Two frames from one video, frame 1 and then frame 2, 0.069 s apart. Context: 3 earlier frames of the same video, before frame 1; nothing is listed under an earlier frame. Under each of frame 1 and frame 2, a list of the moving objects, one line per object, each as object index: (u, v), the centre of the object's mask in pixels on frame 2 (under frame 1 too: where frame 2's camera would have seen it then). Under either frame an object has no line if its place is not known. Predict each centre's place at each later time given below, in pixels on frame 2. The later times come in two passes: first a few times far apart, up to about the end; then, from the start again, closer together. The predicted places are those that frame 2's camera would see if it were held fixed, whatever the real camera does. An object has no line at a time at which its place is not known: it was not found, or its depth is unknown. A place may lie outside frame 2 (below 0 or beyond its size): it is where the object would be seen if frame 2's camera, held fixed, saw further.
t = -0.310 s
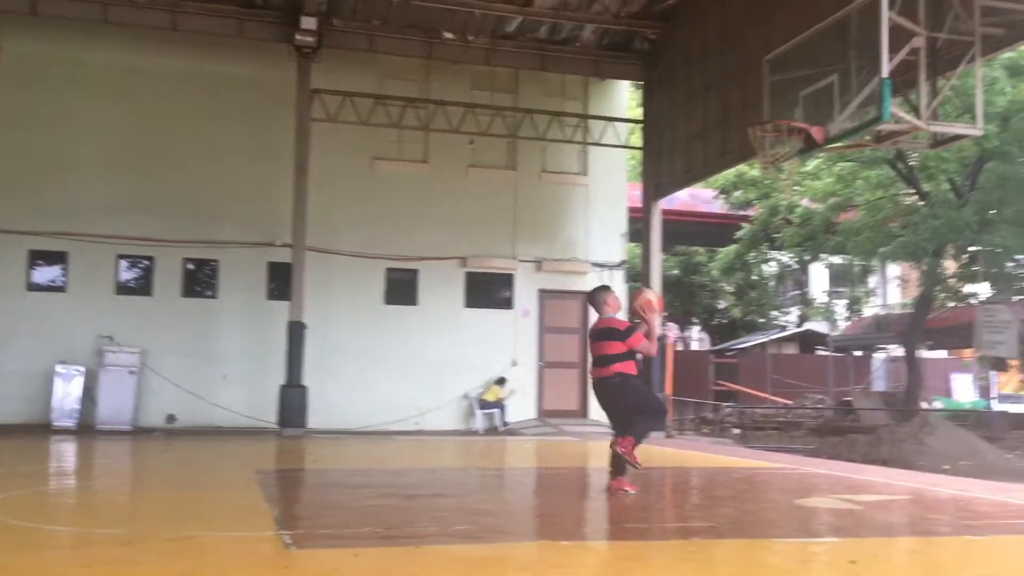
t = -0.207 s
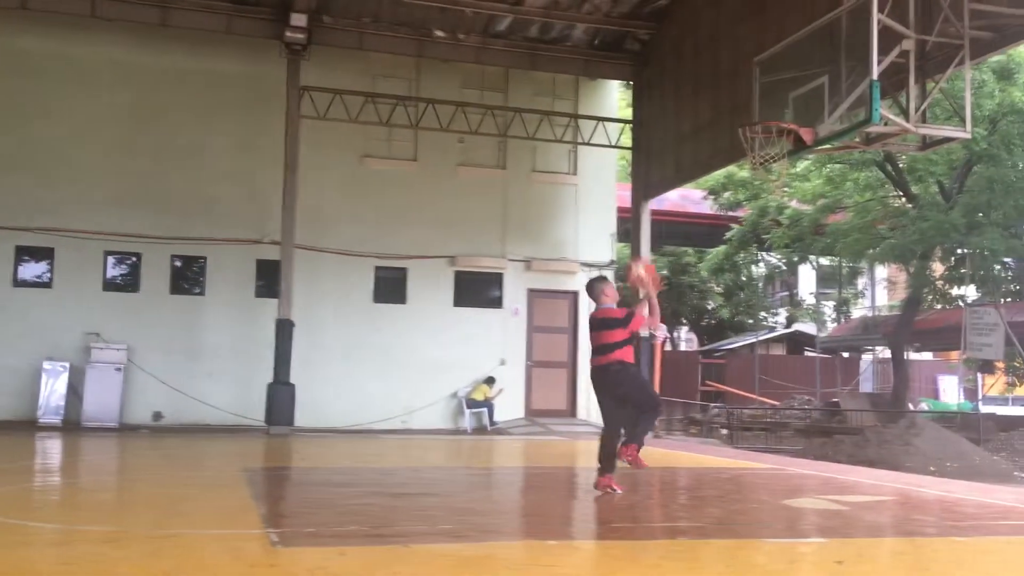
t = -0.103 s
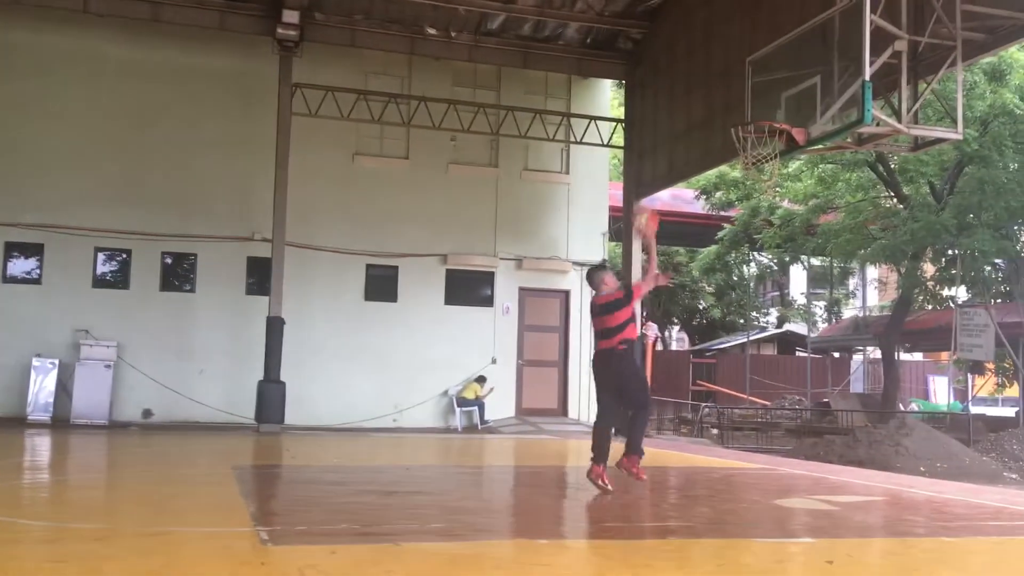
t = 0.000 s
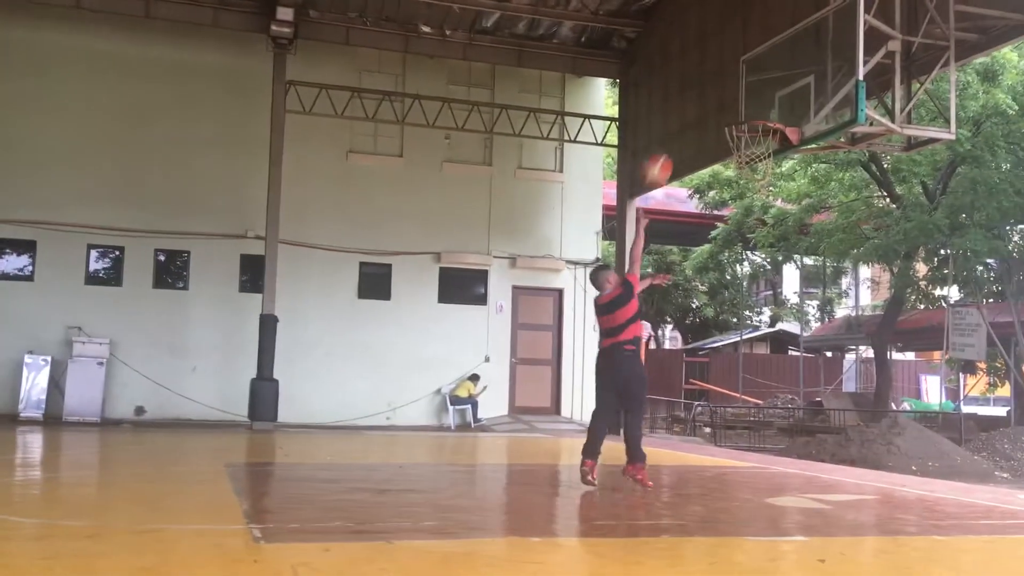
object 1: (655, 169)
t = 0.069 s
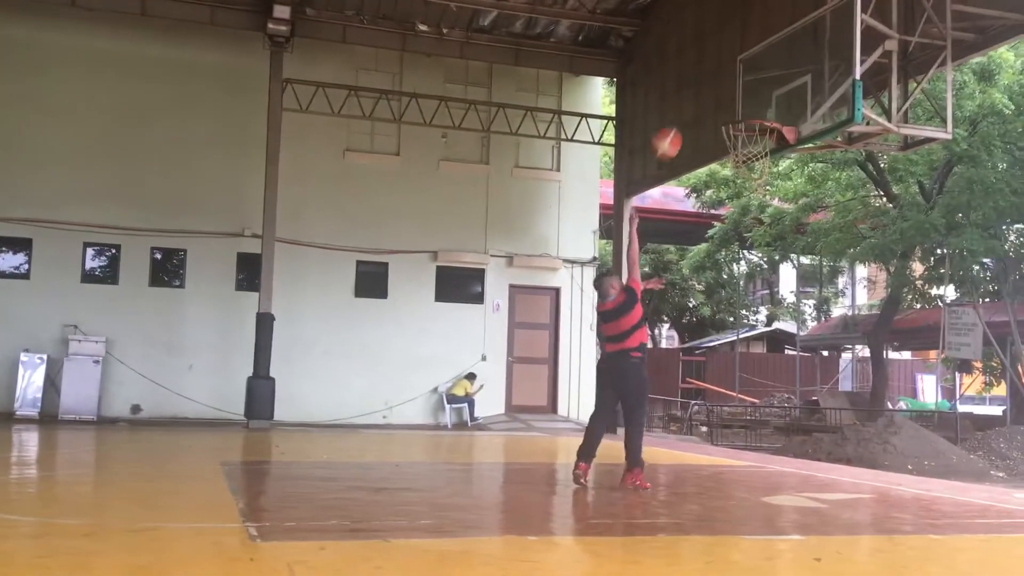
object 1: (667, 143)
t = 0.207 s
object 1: (691, 108)
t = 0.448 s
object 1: (731, 97)
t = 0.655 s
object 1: (771, 146)
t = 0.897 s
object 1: (800, 250)
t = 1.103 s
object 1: (829, 386)
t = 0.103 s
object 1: (673, 132)
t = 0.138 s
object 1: (679, 123)
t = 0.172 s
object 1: (685, 115)
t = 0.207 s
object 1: (691, 108)
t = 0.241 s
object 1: (697, 102)
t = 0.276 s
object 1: (702, 98)
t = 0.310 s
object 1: (708, 95)
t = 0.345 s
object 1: (714, 94)
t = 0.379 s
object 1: (720, 94)
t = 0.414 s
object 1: (725, 95)
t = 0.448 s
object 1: (731, 97)
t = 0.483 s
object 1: (737, 101)
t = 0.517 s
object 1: (742, 106)
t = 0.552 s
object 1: (748, 109)
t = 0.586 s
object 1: (753, 118)
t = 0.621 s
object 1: (757, 127)
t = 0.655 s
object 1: (771, 146)
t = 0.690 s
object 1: (775, 160)
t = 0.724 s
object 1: (778, 171)
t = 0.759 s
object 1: (782, 185)
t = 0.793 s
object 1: (787, 200)
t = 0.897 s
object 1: (800, 250)
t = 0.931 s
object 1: (806, 271)
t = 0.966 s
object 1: (810, 289)
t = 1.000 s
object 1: (815, 311)
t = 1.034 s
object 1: (819, 336)
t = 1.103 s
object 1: (829, 386)
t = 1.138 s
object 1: (832, 413)
